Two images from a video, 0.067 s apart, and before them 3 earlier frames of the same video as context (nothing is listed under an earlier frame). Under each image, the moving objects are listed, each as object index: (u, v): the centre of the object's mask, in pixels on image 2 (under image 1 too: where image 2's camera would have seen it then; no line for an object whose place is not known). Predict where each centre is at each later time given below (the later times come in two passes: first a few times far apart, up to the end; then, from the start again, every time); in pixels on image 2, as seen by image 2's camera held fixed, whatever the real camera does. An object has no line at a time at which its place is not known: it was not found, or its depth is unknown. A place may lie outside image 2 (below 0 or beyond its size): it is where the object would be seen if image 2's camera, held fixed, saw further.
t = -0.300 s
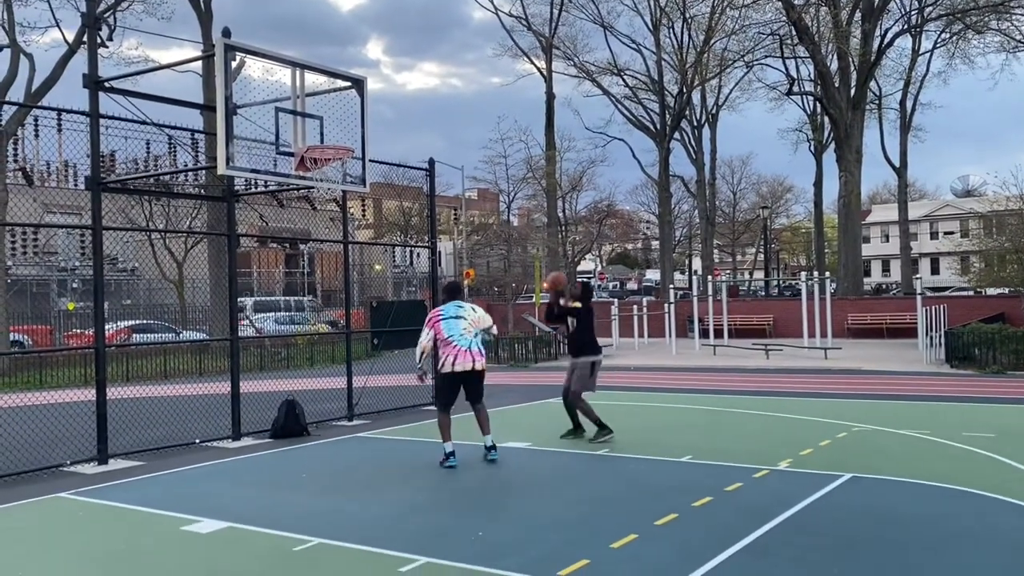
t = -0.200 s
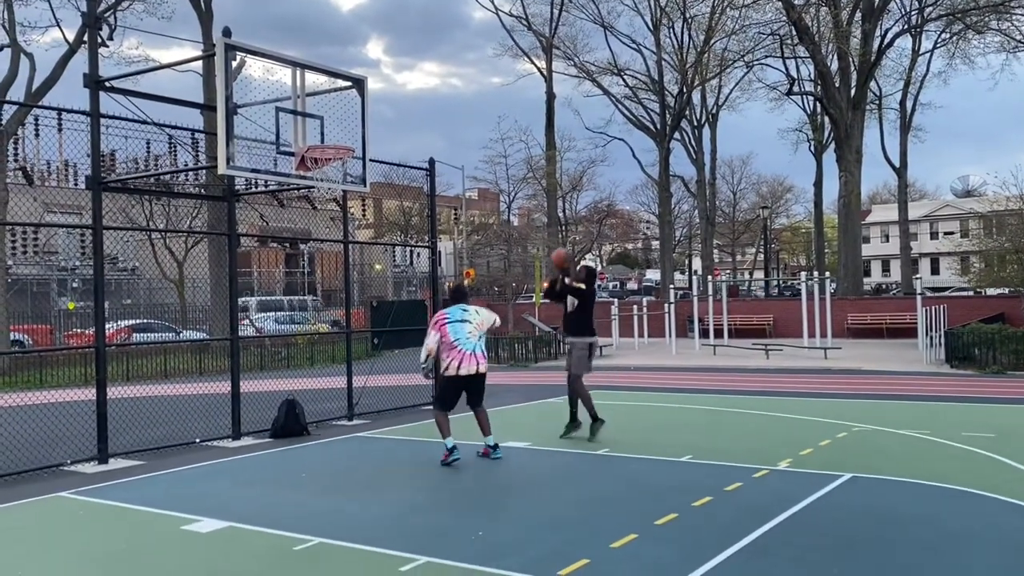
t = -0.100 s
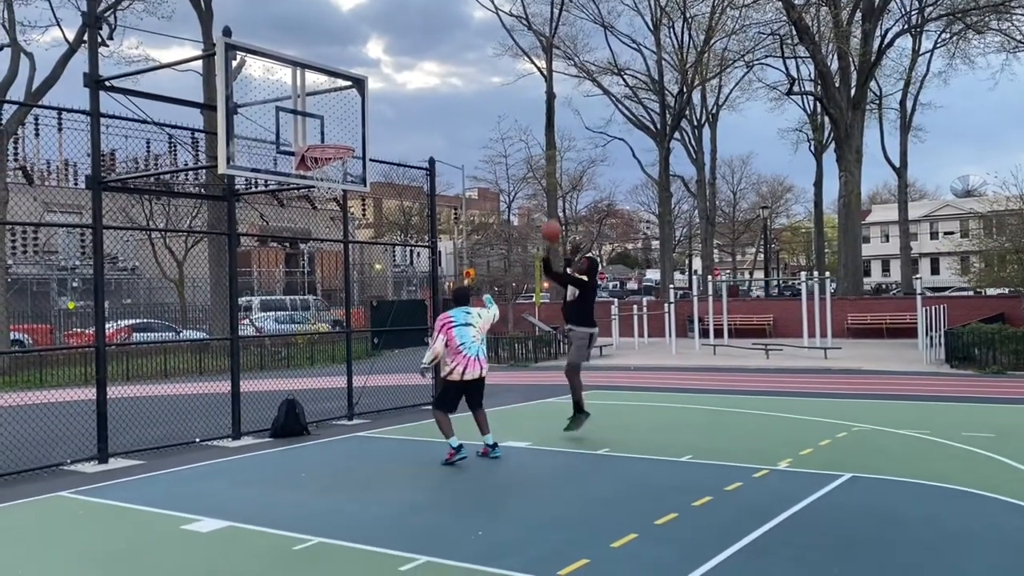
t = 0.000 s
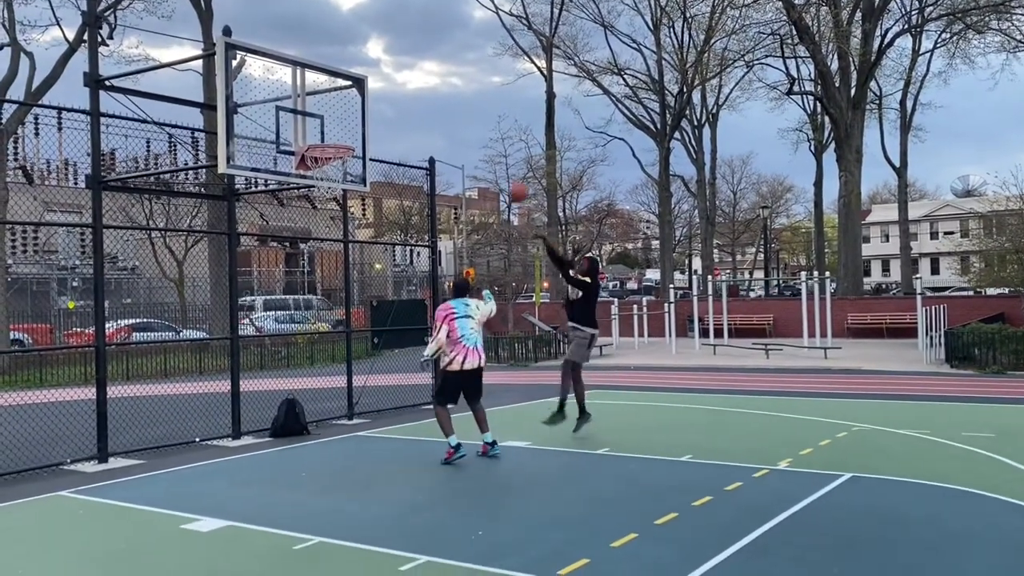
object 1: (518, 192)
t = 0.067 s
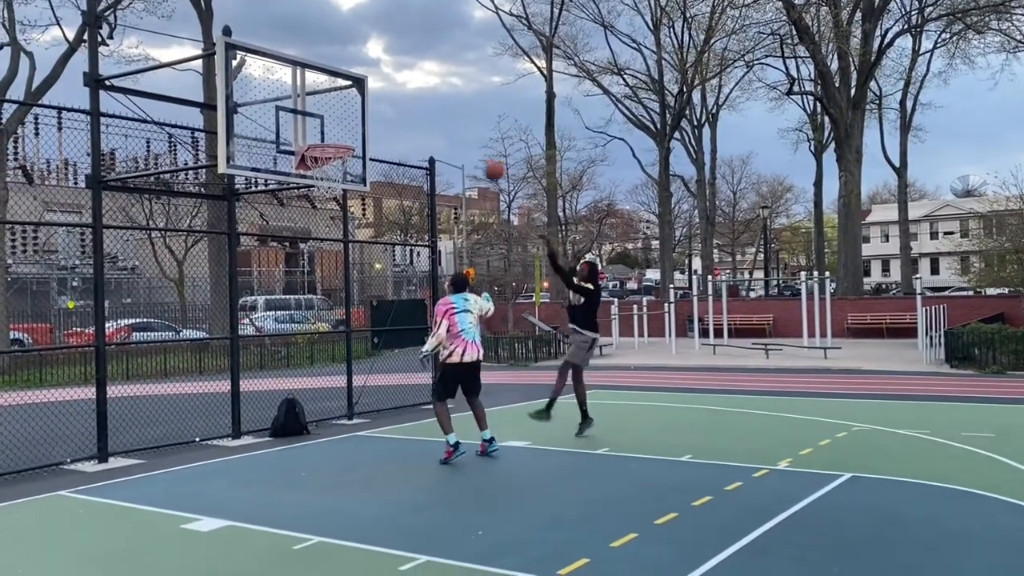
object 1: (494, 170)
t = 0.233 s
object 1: (434, 132)
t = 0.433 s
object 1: (359, 119)
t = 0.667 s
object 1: (321, 152)
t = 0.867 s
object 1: (325, 192)
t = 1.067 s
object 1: (345, 258)
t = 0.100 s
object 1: (482, 161)
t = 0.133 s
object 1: (470, 152)
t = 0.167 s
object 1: (458, 145)
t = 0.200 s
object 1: (447, 138)
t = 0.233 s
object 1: (434, 132)
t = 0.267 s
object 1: (422, 127)
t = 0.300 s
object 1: (410, 124)
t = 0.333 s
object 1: (398, 121)
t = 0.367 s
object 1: (385, 119)
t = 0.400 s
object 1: (372, 119)
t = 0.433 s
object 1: (359, 119)
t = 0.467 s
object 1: (346, 120)
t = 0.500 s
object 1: (333, 123)
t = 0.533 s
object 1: (330, 126)
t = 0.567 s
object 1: (327, 130)
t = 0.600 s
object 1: (325, 134)
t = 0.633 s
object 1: (323, 137)
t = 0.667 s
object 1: (321, 152)
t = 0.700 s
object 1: (319, 159)
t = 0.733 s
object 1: (318, 166)
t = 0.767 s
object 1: (319, 176)
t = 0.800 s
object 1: (320, 180)
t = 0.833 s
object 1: (322, 184)
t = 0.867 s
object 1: (325, 192)
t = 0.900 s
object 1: (328, 199)
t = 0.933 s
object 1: (332, 208)
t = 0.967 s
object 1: (334, 219)
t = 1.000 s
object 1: (337, 230)
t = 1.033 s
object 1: (341, 243)
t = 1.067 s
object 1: (345, 258)
